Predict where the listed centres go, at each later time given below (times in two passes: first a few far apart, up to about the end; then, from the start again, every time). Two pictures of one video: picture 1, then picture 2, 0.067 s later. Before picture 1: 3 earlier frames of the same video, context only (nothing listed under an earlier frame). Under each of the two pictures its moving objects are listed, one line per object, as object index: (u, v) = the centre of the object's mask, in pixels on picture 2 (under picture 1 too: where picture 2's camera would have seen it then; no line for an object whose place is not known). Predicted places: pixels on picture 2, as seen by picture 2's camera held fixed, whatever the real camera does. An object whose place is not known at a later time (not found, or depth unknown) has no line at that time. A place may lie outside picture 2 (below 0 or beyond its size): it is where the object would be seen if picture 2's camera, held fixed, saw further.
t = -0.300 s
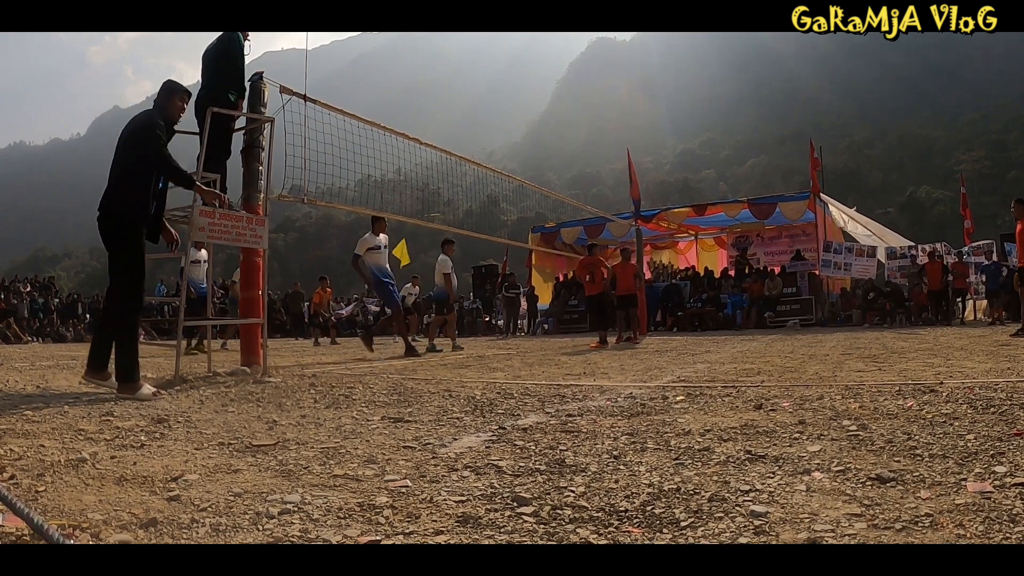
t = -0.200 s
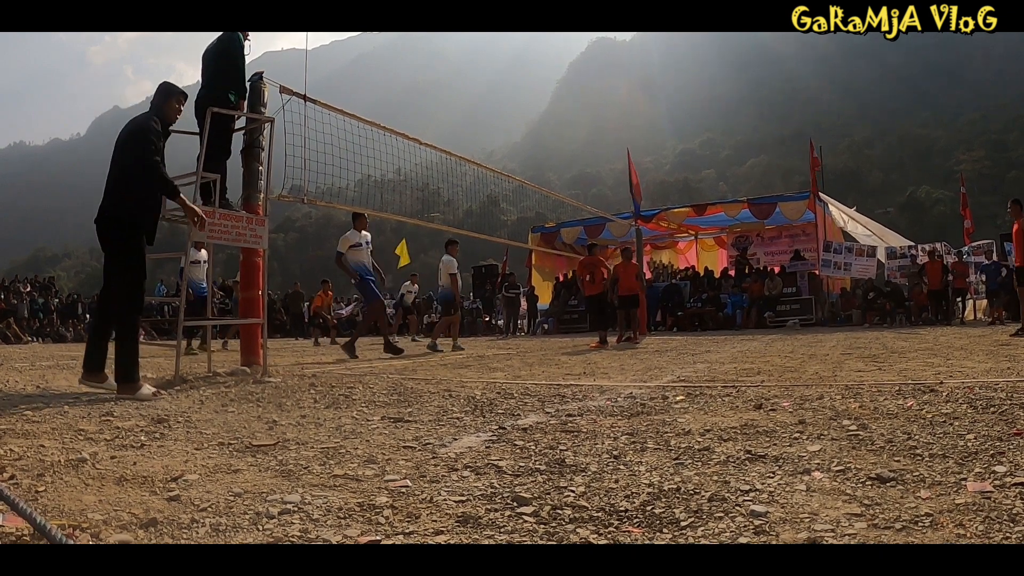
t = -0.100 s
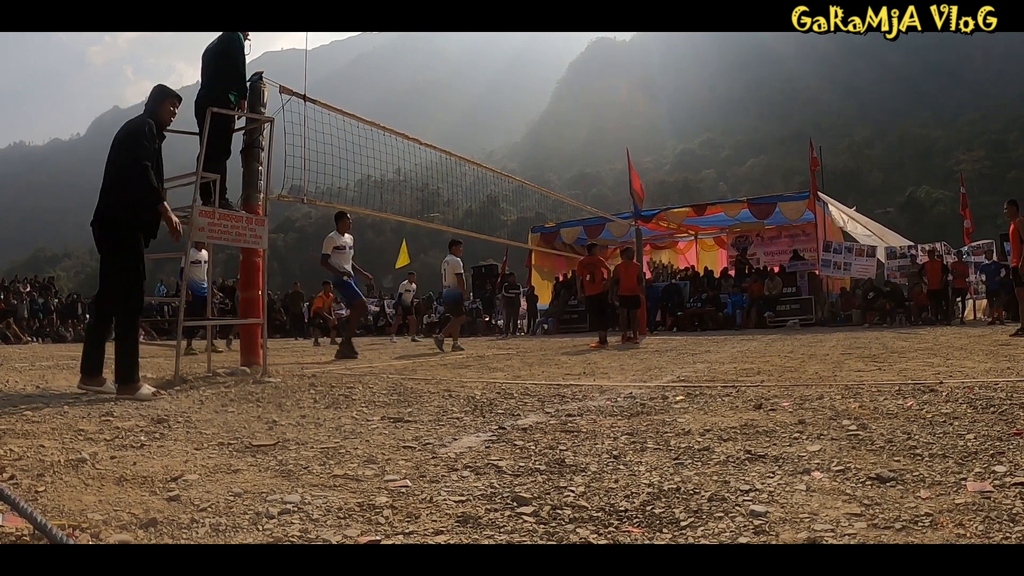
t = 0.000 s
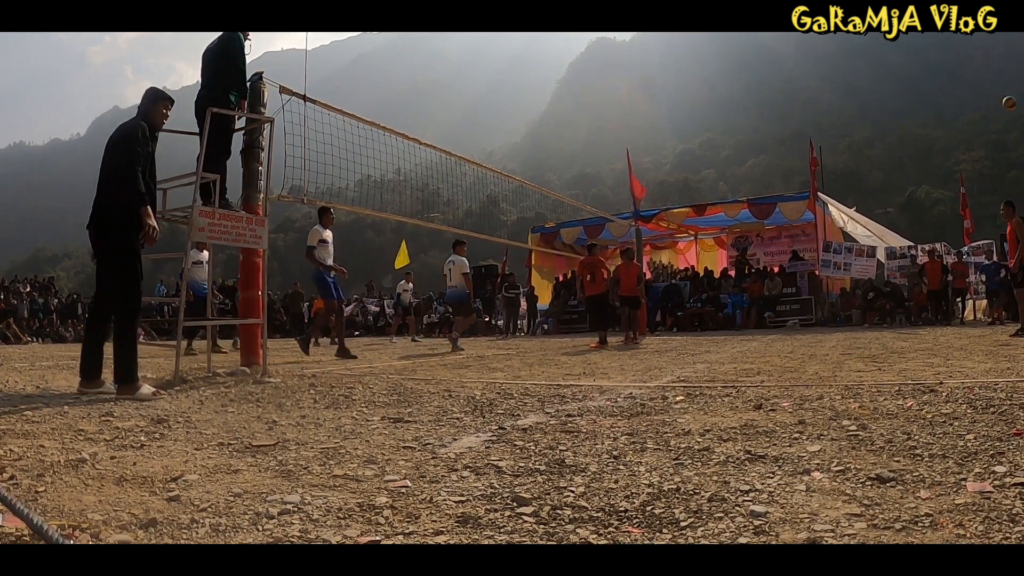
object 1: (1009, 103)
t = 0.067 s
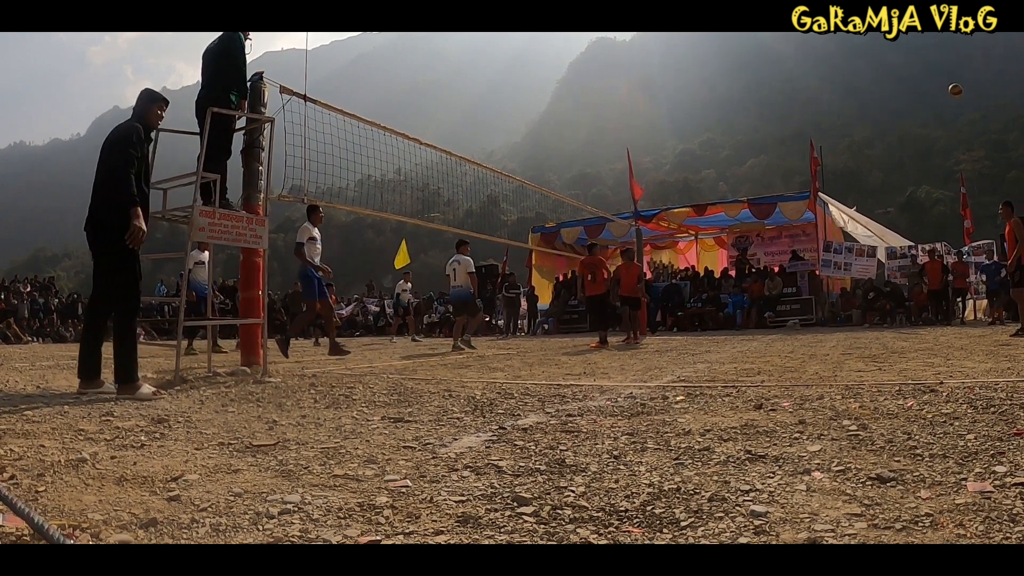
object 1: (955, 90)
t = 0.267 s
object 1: (804, 76)
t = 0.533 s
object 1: (633, 100)
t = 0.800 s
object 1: (498, 165)
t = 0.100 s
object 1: (929, 85)
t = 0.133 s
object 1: (903, 82)
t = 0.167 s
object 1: (877, 78)
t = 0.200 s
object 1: (852, 77)
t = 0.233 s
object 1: (828, 76)
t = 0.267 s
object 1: (804, 76)
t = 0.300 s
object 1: (780, 77)
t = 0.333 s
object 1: (757, 78)
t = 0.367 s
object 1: (736, 80)
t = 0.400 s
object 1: (714, 82)
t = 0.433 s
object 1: (693, 86)
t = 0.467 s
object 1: (672, 90)
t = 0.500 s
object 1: (653, 94)
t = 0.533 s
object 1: (633, 100)
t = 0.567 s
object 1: (614, 106)
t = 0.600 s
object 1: (595, 113)
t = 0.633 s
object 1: (578, 120)
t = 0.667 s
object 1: (561, 128)
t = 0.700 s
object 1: (544, 136)
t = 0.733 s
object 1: (528, 145)
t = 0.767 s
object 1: (513, 155)
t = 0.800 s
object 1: (498, 165)
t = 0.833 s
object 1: (483, 175)
